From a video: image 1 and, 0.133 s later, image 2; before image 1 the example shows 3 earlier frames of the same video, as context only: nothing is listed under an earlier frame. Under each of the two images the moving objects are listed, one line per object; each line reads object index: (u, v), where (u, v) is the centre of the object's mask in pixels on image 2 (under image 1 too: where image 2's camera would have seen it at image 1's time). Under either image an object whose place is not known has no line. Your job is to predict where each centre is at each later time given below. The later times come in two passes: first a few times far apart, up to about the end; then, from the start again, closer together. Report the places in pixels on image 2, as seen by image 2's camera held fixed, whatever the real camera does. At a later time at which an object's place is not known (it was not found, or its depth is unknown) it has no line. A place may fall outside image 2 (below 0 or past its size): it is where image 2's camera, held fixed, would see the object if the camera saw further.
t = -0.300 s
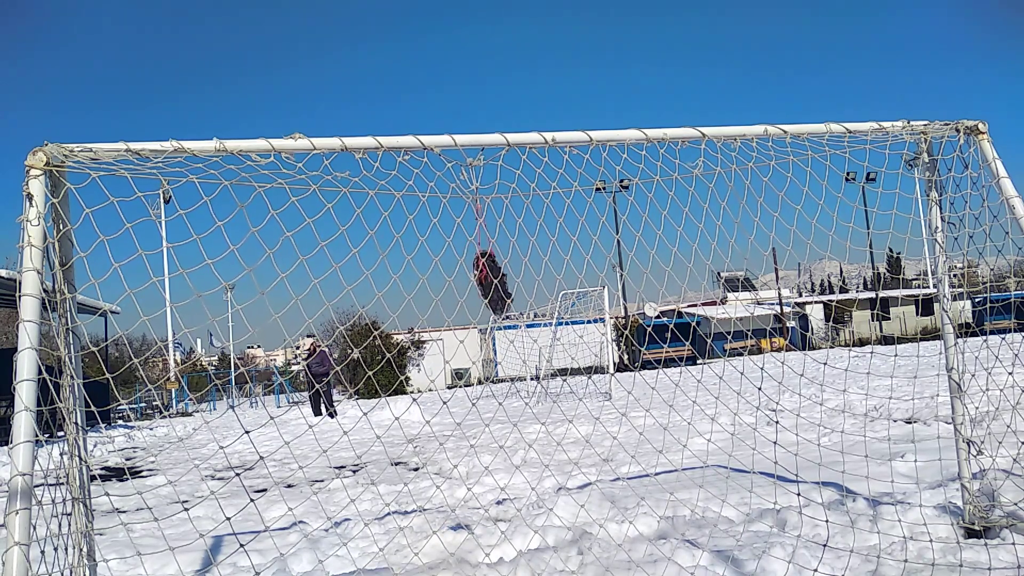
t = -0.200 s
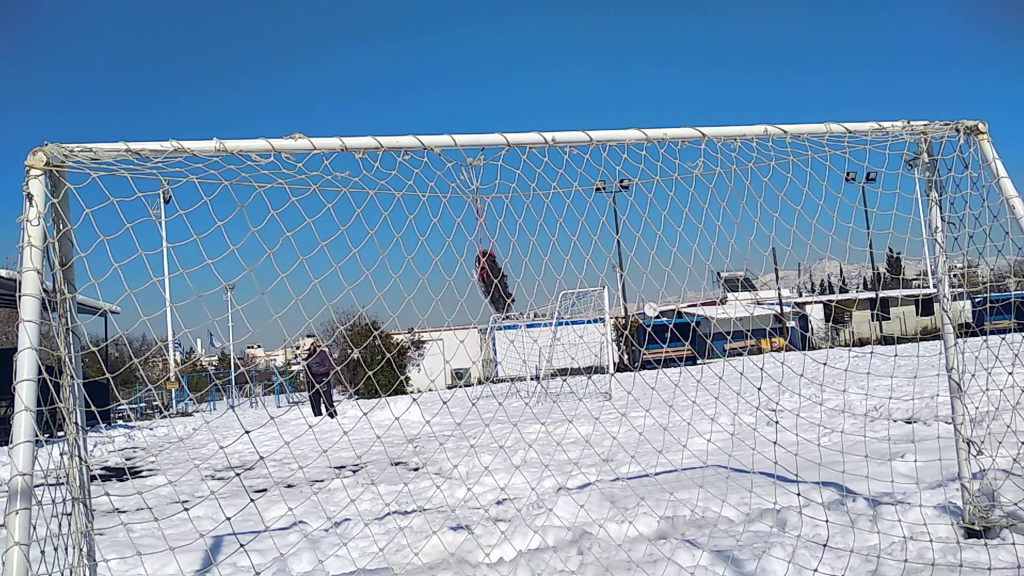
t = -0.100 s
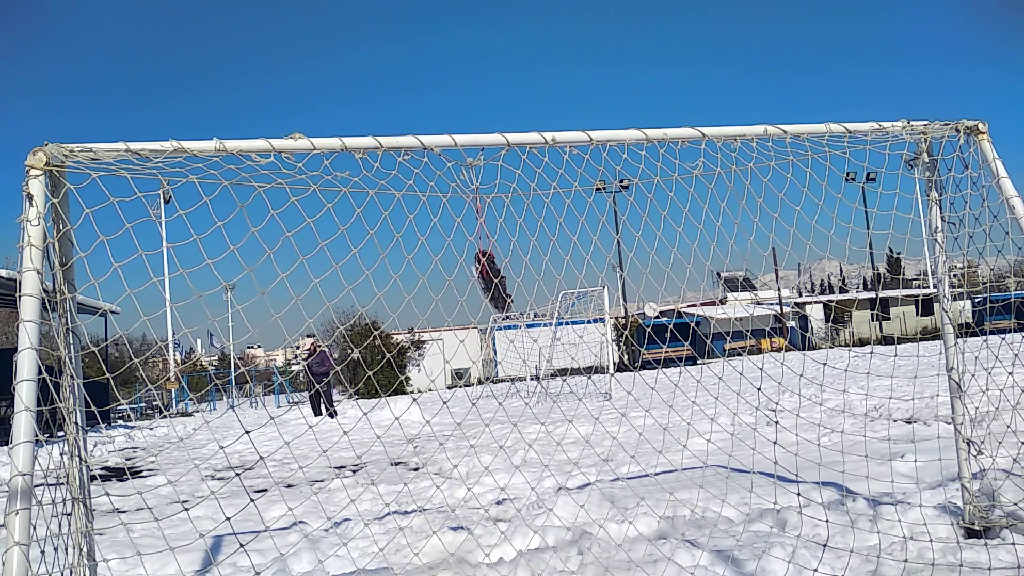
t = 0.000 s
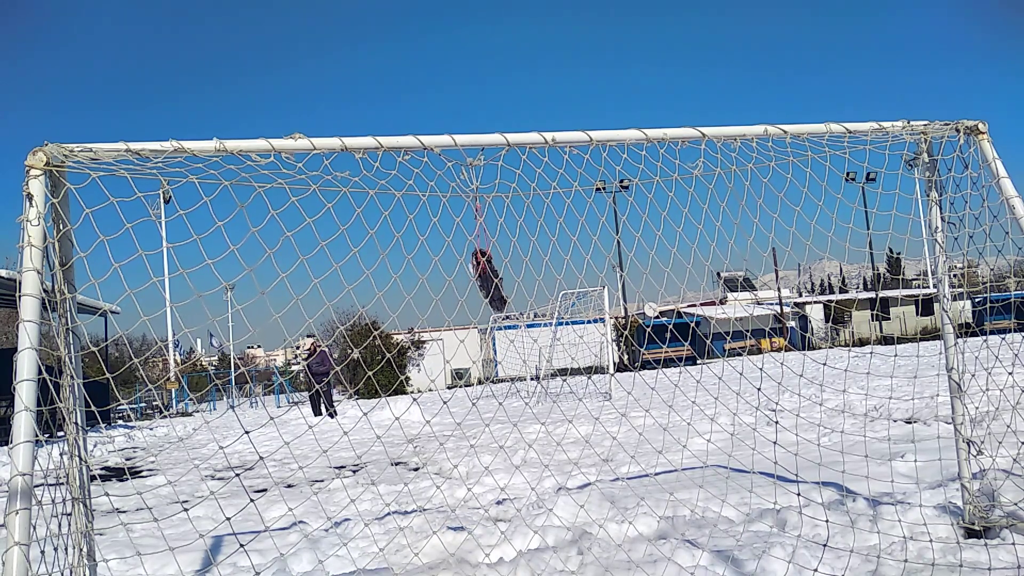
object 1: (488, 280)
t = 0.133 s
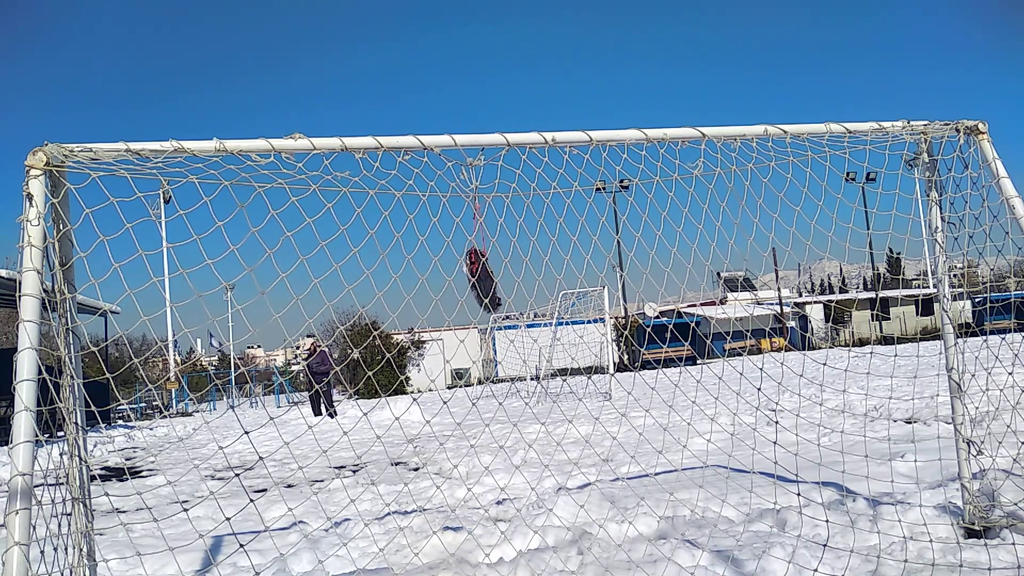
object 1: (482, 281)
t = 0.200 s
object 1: (479, 282)
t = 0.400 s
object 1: (475, 284)
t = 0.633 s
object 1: (483, 284)
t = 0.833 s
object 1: (491, 283)
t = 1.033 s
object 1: (491, 281)
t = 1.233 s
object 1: (482, 281)
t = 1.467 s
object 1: (475, 283)
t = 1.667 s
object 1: (479, 284)
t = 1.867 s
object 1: (488, 283)
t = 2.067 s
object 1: (492, 282)
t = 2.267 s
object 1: (486, 281)
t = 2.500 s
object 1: (476, 283)
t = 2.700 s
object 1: (476, 284)
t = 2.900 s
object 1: (485, 283)
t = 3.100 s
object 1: (492, 282)
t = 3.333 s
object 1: (489, 281)
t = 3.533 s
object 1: (479, 282)
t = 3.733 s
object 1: (475, 284)
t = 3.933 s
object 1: (480, 284)
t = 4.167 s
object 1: (490, 283)
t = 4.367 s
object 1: (491, 281)
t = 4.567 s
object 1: (483, 282)
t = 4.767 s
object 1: (476, 284)
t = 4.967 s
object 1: (478, 284)
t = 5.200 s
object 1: (487, 283)
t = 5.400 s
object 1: (491, 282)
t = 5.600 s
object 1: (486, 282)
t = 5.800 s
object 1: (479, 283)
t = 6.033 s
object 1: (477, 284)
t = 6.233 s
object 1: (484, 283)
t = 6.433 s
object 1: (509, 263)
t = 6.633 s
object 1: (506, 257)
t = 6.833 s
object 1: (482, 280)
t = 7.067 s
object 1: (463, 279)
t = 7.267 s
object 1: (473, 280)
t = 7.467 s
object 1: (493, 281)
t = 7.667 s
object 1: (501, 265)
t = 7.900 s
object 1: (489, 276)
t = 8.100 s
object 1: (474, 284)
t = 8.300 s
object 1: (471, 280)
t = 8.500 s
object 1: (483, 284)
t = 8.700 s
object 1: (496, 274)
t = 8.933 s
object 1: (493, 271)
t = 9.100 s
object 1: (484, 281)
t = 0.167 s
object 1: (480, 281)
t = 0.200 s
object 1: (479, 282)
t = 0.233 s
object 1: (477, 282)
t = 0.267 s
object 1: (476, 282)
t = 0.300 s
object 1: (476, 283)
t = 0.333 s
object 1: (475, 283)
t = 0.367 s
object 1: (475, 283)
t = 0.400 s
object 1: (475, 284)
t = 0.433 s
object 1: (476, 284)
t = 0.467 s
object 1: (476, 284)
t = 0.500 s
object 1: (478, 284)
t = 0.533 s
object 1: (479, 284)
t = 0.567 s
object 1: (480, 284)
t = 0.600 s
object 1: (481, 284)
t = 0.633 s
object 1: (483, 284)
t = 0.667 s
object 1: (484, 284)
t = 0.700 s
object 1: (486, 283)
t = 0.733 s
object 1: (488, 283)
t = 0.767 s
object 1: (489, 283)
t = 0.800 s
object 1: (490, 283)
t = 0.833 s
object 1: (491, 283)
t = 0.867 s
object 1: (492, 283)
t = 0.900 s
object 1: (492, 282)
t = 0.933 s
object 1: (492, 282)
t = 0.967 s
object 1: (492, 282)
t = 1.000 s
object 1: (492, 282)
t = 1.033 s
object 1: (491, 281)
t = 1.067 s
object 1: (490, 281)
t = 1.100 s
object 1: (488, 281)
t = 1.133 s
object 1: (487, 281)
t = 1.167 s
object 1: (485, 281)
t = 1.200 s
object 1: (484, 281)
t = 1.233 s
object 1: (482, 281)
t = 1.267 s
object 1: (480, 281)
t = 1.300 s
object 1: (479, 282)
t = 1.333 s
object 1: (477, 282)
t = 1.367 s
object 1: (476, 282)
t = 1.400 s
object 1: (475, 283)
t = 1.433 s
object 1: (475, 283)
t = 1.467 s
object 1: (475, 283)
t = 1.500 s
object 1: (474, 284)
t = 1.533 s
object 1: (475, 284)
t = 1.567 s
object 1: (475, 284)
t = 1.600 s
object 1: (476, 284)
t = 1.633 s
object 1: (477, 284)
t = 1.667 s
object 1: (479, 284)
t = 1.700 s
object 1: (480, 284)
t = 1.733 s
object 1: (482, 284)
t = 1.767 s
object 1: (483, 284)
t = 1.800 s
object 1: (485, 283)
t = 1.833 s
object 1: (486, 283)
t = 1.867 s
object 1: (488, 283)
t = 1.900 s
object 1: (489, 283)
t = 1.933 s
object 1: (490, 283)
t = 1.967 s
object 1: (491, 282)
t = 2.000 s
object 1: (492, 282)
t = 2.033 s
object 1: (492, 282)
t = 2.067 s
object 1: (492, 282)
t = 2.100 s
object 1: (492, 282)
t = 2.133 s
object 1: (491, 282)
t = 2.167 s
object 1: (491, 281)
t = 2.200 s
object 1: (489, 281)
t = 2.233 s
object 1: (488, 281)
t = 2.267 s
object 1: (486, 281)
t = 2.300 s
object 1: (485, 282)
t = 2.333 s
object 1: (483, 282)
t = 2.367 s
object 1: (482, 282)
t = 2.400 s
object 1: (480, 282)
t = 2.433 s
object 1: (479, 282)
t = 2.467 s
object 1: (477, 283)
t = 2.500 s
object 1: (476, 283)
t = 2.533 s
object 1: (475, 283)
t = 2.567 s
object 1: (475, 283)
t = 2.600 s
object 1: (475, 283)
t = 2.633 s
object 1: (475, 284)
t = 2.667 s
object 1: (476, 284)
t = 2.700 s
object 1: (476, 284)
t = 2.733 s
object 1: (477, 284)
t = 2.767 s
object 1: (479, 284)
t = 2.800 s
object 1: (480, 284)
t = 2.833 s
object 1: (481, 284)
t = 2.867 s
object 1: (483, 284)
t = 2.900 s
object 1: (485, 283)
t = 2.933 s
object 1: (486, 283)
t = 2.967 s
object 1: (488, 283)
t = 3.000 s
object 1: (489, 283)
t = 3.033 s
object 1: (490, 283)
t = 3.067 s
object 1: (491, 282)
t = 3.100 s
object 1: (492, 282)
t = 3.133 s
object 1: (492, 282)
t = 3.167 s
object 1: (493, 282)
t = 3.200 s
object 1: (492, 282)
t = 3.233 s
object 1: (492, 281)
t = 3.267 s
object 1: (491, 281)
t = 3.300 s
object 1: (490, 281)
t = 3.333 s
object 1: (489, 281)
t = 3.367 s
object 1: (487, 282)
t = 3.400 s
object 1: (486, 282)
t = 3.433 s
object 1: (484, 282)
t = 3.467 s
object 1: (482, 282)
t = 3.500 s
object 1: (481, 282)
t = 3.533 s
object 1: (479, 282)
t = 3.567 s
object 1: (478, 283)
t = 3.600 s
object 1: (477, 283)
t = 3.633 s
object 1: (476, 283)
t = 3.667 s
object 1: (476, 283)
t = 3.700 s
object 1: (475, 284)
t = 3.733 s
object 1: (475, 284)
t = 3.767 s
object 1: (475, 284)
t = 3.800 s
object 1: (476, 284)
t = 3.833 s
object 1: (477, 284)
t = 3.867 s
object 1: (478, 284)
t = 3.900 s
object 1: (479, 284)
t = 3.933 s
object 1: (480, 284)
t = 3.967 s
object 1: (482, 284)
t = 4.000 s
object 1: (483, 284)
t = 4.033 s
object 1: (485, 283)
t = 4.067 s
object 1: (486, 283)
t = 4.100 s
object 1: (488, 283)
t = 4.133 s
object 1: (489, 283)
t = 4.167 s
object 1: (490, 283)
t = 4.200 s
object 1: (491, 282)
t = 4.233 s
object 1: (491, 282)
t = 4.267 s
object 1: (491, 282)
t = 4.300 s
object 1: (491, 282)
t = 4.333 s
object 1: (491, 282)
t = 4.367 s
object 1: (491, 281)
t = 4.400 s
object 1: (490, 282)
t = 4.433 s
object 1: (489, 282)
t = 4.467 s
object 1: (487, 282)
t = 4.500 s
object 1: (486, 282)
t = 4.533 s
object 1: (484, 282)
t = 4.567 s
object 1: (483, 282)
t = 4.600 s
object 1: (481, 282)
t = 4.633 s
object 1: (480, 283)
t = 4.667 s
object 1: (479, 283)
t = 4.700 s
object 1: (478, 283)
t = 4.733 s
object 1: (477, 283)
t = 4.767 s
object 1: (476, 284)
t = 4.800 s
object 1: (476, 284)
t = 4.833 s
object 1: (476, 284)
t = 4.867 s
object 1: (476, 284)
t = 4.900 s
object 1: (476, 284)
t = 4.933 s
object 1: (477, 284)
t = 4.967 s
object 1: (478, 284)
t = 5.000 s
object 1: (479, 284)
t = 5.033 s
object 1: (480, 284)
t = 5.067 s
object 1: (482, 284)
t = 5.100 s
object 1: (483, 283)
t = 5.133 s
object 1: (484, 283)
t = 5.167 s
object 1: (486, 283)
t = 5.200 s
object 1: (487, 283)
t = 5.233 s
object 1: (489, 283)
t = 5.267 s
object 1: (490, 283)
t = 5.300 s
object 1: (491, 282)
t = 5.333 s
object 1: (491, 282)
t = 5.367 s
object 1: (491, 282)
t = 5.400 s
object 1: (491, 282)
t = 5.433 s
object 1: (491, 282)
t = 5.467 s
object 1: (491, 282)
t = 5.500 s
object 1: (490, 282)
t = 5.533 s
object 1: (489, 282)
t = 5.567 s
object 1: (488, 282)
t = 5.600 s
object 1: (486, 282)
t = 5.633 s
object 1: (485, 282)
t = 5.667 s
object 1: (484, 282)
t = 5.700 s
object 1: (482, 283)
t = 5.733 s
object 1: (481, 283)
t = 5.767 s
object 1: (480, 283)
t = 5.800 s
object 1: (479, 283)
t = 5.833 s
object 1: (478, 283)
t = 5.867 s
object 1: (477, 283)
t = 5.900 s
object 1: (476, 283)
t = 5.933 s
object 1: (476, 284)
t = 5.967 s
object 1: (476, 284)
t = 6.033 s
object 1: (477, 284)
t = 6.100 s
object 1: (479, 284)
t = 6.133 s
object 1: (480, 284)
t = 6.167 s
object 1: (481, 284)
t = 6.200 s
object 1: (483, 283)
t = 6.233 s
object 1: (484, 283)
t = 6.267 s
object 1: (485, 283)
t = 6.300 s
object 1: (488, 282)
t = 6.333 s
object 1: (494, 280)
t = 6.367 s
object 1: (501, 274)
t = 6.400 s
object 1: (507, 269)
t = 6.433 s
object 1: (509, 263)
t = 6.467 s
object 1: (512, 260)
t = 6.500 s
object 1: (514, 257)
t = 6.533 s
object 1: (513, 254)
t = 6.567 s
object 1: (511, 252)
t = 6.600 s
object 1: (508, 252)
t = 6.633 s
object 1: (506, 257)
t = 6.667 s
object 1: (502, 259)
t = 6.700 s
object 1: (497, 263)
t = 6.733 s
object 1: (494, 269)
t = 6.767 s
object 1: (490, 274)
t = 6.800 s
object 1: (486, 277)
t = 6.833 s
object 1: (482, 280)
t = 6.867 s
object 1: (478, 282)
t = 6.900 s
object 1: (474, 283)
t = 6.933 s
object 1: (471, 283)
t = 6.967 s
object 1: (468, 283)
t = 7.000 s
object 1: (465, 281)
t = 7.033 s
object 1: (464, 280)
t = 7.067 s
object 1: (463, 279)
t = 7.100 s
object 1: (464, 278)
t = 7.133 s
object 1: (465, 277)
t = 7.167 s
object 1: (466, 277)
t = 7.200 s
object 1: (468, 277)
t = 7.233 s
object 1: (470, 278)
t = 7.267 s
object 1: (473, 280)
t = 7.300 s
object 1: (476, 283)
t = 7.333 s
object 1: (479, 284)
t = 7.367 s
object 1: (483, 284)
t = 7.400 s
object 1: (486, 284)
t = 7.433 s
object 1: (490, 282)
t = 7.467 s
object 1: (493, 281)
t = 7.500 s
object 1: (496, 278)
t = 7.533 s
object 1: (498, 275)
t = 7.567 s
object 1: (500, 272)
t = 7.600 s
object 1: (501, 269)
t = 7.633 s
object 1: (501, 267)
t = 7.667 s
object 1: (501, 265)
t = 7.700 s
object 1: (501, 265)
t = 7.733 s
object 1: (500, 265)
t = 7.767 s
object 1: (498, 267)
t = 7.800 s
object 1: (496, 269)
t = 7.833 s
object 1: (494, 271)
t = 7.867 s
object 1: (492, 274)
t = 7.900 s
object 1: (489, 276)
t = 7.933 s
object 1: (487, 279)
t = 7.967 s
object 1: (484, 281)
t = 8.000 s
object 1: (480, 283)
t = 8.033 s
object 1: (478, 284)
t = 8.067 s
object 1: (476, 284)
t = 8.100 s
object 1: (474, 284)
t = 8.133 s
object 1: (472, 283)
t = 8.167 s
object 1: (471, 282)
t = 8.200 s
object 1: (470, 281)
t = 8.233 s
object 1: (470, 280)
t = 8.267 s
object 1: (470, 280)
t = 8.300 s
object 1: (471, 280)
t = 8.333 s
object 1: (472, 280)
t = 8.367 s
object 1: (473, 281)
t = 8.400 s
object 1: (475, 282)
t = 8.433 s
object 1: (477, 283)
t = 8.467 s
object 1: (479, 284)
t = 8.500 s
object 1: (483, 284)
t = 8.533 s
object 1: (485, 283)
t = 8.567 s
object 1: (488, 282)
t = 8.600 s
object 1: (490, 280)
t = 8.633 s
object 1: (492, 278)
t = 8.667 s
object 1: (494, 276)
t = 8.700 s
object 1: (496, 274)
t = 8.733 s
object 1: (496, 271)
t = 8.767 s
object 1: (497, 270)
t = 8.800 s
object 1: (497, 269)
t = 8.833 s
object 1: (496, 268)
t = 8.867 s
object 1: (495, 269)
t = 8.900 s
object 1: (494, 270)
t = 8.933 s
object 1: (493, 271)
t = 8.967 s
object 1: (492, 274)
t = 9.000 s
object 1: (490, 276)
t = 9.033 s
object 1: (488, 278)
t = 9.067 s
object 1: (486, 280)
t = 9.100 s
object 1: (484, 281)
